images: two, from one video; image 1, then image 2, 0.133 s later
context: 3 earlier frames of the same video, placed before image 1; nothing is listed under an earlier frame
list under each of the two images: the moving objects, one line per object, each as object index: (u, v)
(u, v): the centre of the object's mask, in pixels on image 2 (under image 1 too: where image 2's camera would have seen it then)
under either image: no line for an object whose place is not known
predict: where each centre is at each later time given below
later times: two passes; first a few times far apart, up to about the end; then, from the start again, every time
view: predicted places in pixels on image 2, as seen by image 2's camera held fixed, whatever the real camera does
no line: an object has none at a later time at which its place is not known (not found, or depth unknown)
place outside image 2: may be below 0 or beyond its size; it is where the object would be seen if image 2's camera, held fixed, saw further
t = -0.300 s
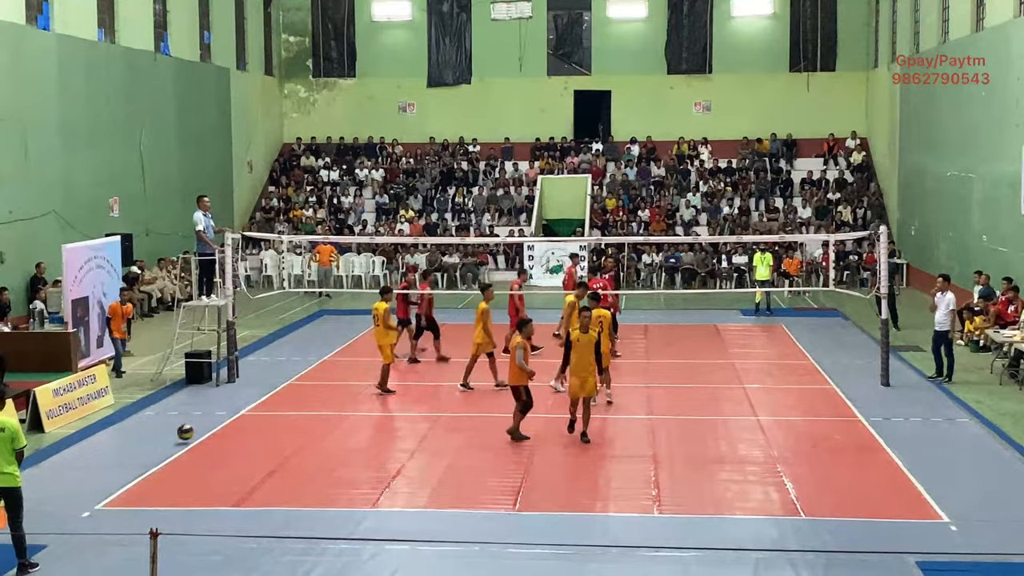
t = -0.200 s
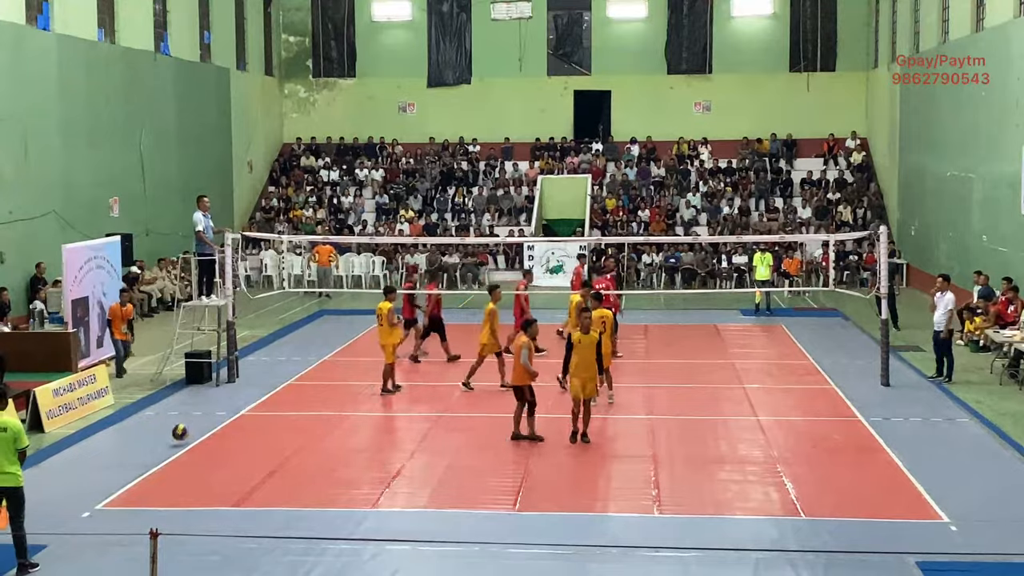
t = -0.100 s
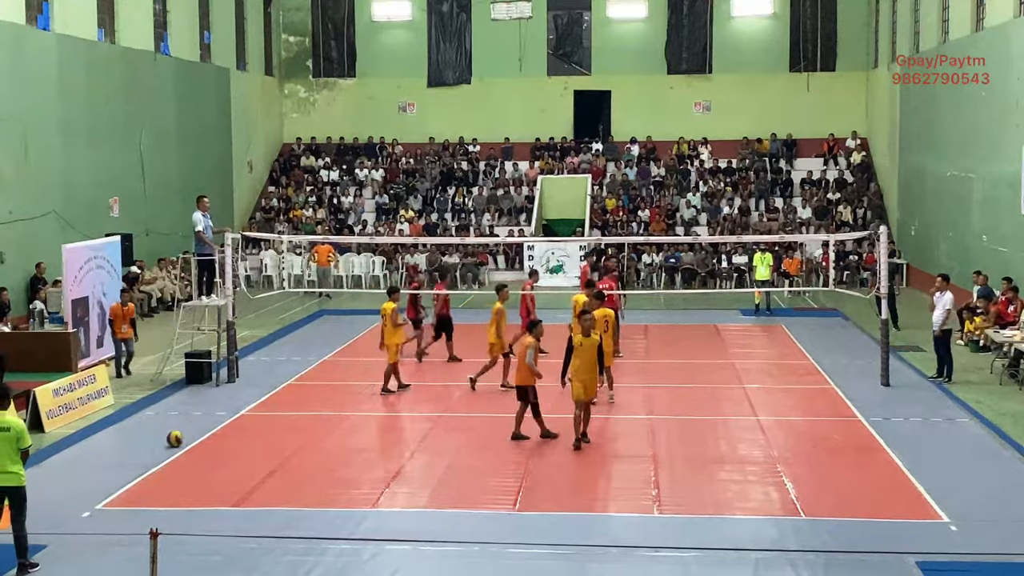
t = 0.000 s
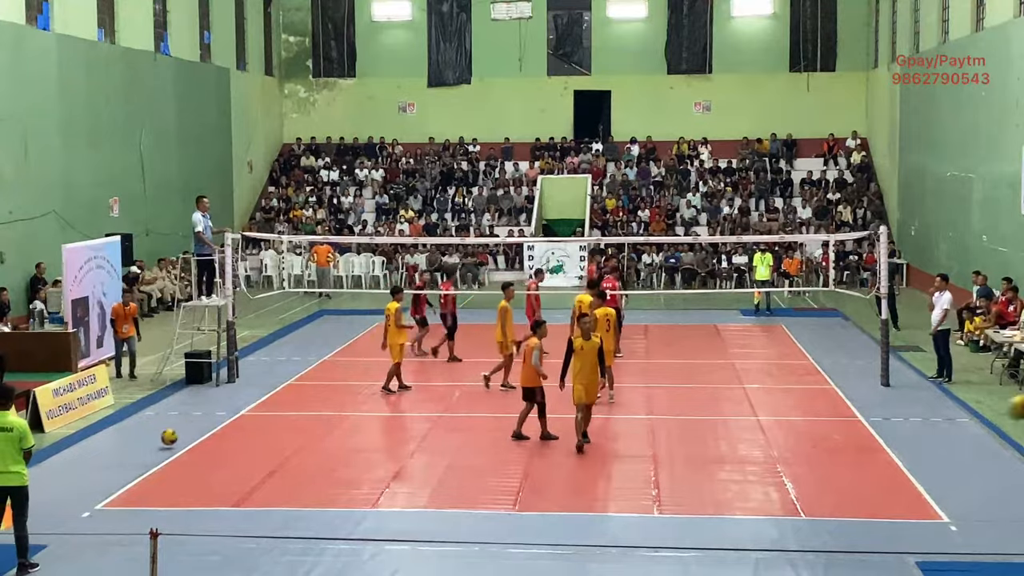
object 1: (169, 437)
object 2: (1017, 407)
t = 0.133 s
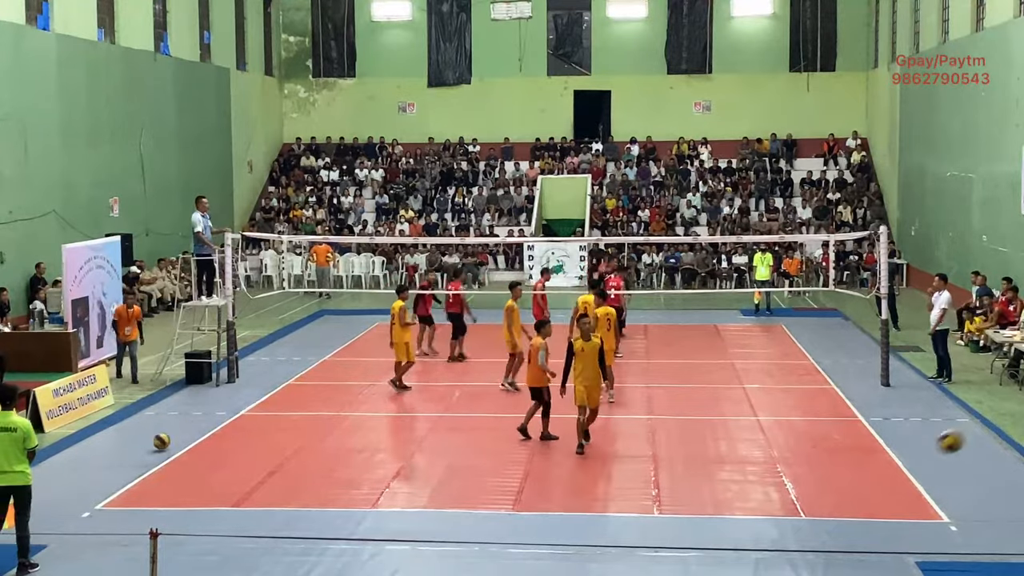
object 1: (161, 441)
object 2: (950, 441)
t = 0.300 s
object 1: (152, 444)
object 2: (873, 500)
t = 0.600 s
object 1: (134, 450)
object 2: (809, 435)
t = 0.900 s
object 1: (116, 455)
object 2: (762, 403)
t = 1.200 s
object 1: (99, 459)
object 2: (721, 452)
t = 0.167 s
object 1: (159, 441)
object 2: (934, 451)
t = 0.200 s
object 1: (157, 442)
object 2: (918, 463)
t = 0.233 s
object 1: (156, 443)
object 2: (902, 475)
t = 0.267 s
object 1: (154, 444)
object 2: (886, 488)
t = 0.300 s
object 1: (152, 444)
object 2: (873, 500)
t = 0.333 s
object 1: (150, 444)
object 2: (858, 515)
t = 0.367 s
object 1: (148, 446)
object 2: (847, 524)
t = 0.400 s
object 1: (146, 446)
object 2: (841, 505)
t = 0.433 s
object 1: (144, 446)
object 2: (835, 491)
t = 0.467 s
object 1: (142, 447)
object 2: (830, 477)
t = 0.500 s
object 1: (140, 448)
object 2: (825, 465)
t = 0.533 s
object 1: (138, 448)
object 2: (819, 452)
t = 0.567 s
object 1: (136, 449)
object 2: (814, 443)
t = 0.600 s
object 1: (134, 450)
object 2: (809, 435)
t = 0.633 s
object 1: (132, 450)
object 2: (803, 426)
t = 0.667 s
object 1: (130, 451)
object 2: (797, 420)
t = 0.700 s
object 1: (128, 451)
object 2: (792, 414)
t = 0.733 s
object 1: (126, 452)
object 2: (787, 409)
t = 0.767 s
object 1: (124, 453)
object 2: (782, 406)
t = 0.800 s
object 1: (122, 453)
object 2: (777, 405)
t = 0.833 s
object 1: (120, 453)
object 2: (772, 402)
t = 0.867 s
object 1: (119, 453)
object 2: (767, 402)
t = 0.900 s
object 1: (116, 455)
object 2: (762, 403)
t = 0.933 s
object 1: (114, 455)
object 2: (758, 405)
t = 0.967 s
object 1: (112, 456)
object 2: (753, 407)
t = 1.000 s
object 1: (111, 456)
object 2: (748, 411)
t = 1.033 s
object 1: (108, 456)
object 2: (743, 415)
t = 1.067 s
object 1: (107, 457)
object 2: (739, 421)
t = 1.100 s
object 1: (105, 457)
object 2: (734, 427)
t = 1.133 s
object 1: (103, 458)
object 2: (730, 434)
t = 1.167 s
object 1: (101, 458)
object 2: (725, 444)
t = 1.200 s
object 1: (99, 459)
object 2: (721, 452)
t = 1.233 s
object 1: (97, 460)
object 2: (716, 461)
